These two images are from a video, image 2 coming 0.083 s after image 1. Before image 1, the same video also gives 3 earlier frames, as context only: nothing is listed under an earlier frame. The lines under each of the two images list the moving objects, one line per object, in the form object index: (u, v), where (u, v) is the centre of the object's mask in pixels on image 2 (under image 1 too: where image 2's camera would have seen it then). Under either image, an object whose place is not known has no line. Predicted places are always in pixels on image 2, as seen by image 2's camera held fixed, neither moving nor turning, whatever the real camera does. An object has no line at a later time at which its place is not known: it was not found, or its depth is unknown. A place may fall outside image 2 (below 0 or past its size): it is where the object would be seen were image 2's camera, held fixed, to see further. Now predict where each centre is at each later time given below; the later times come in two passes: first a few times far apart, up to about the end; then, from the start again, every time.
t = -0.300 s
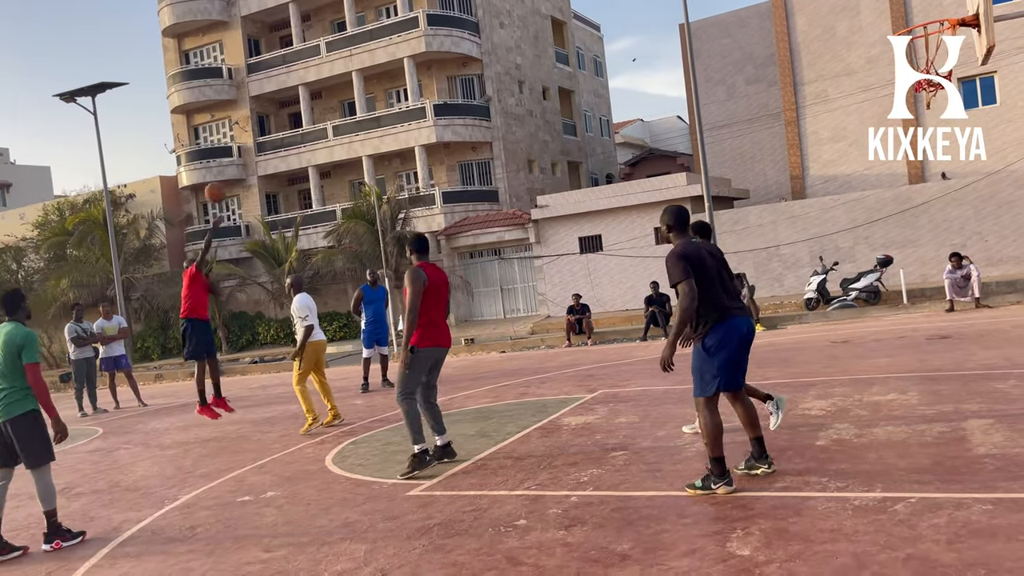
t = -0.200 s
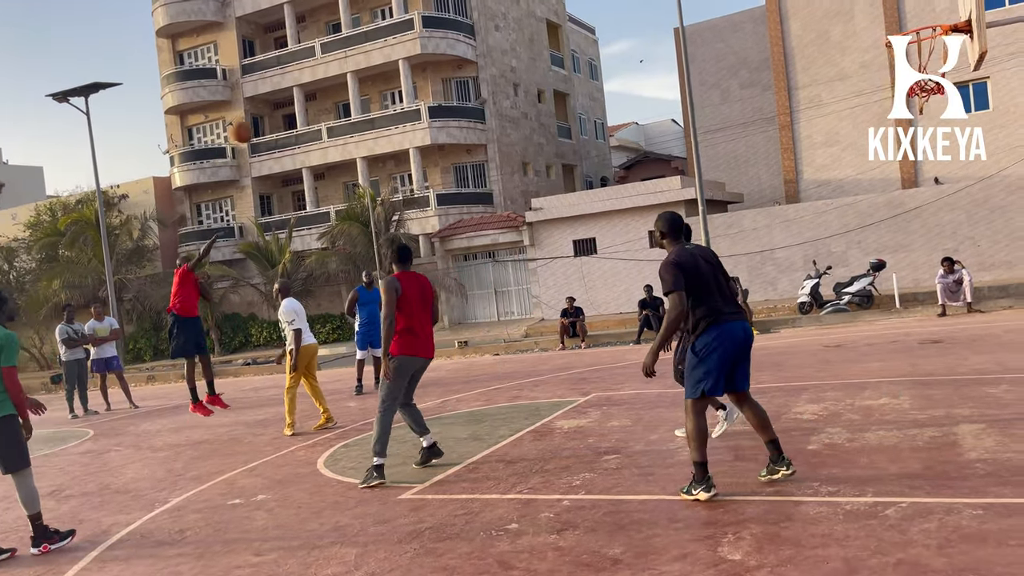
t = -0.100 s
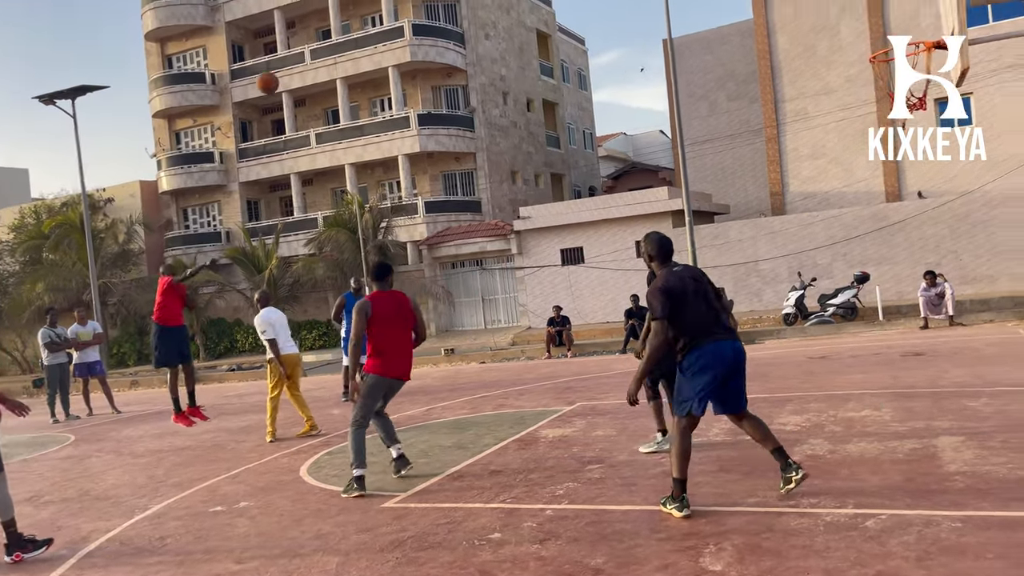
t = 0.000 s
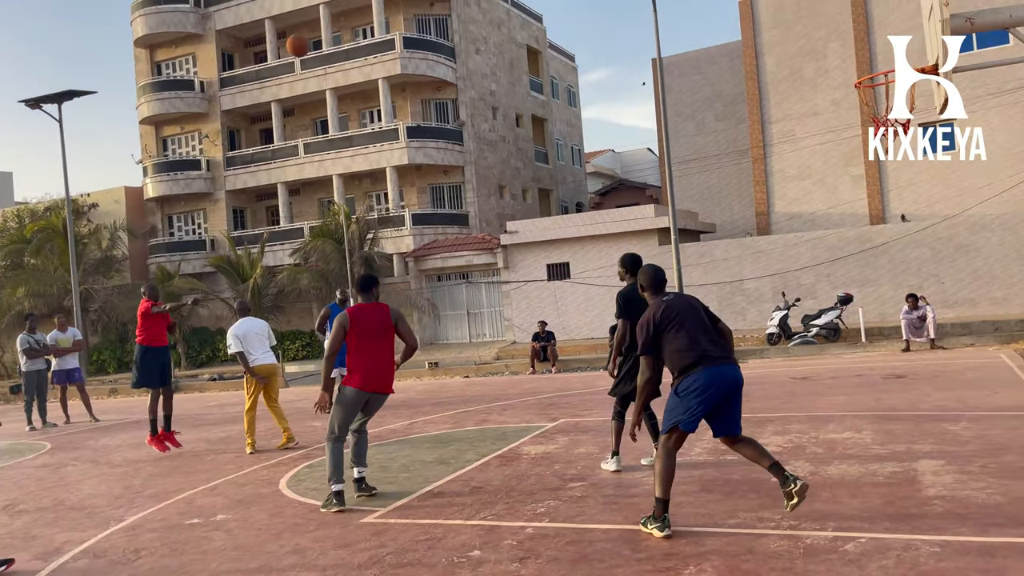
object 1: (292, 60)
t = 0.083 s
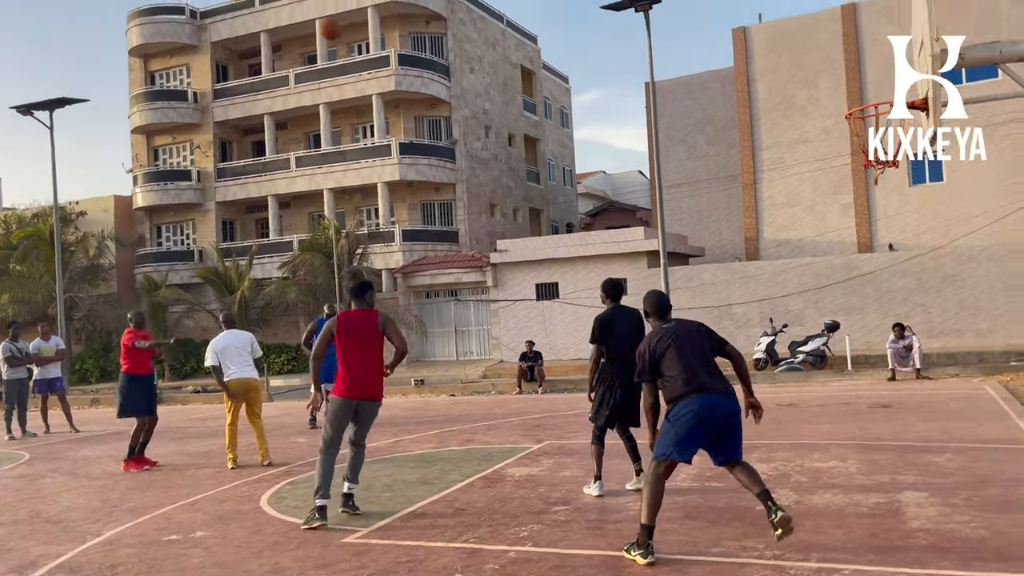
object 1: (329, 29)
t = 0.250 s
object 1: (409, -16)
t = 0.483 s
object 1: (531, -41)
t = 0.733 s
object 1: (678, -12)
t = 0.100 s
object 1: (336, 24)
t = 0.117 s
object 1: (344, 18)
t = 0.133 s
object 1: (352, 13)
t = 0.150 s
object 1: (361, 8)
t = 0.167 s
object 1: (369, 3)
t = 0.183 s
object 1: (377, -1)
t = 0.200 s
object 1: (385, -5)
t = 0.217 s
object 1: (393, -9)
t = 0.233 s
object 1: (401, -13)
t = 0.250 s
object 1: (409, -16)
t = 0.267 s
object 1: (418, -19)
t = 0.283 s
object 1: (426, -22)
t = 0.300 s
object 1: (434, -24)
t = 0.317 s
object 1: (443, -26)
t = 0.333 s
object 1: (451, -29)
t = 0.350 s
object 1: (460, -31)
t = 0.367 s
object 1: (468, -33)
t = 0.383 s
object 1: (477, -35)
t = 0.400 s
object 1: (486, -37)
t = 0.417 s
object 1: (495, -38)
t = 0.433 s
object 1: (504, -40)
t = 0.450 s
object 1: (513, -40)
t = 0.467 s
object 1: (522, -41)
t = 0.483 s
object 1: (531, -41)
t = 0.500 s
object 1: (540, -41)
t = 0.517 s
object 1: (550, -41)
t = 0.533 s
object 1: (559, -40)
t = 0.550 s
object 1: (569, -39)
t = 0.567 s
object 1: (578, -38)
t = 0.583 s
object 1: (588, -37)
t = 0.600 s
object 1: (598, -36)
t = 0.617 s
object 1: (607, -34)
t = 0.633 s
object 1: (617, -32)
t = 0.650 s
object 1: (627, -29)
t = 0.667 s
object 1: (637, -26)
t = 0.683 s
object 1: (647, -23)
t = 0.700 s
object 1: (657, -21)
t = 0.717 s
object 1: (668, -16)
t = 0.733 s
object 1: (678, -12)
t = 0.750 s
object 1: (688, -8)
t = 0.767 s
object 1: (699, -3)
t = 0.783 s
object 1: (709, 2)
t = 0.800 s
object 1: (720, 8)
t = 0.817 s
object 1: (730, 14)
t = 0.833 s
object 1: (741, 20)
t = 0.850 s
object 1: (753, 26)
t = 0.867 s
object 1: (764, 33)
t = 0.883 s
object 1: (775, 41)
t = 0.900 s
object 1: (785, 49)
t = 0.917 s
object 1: (797, 56)
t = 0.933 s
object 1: (807, 66)
